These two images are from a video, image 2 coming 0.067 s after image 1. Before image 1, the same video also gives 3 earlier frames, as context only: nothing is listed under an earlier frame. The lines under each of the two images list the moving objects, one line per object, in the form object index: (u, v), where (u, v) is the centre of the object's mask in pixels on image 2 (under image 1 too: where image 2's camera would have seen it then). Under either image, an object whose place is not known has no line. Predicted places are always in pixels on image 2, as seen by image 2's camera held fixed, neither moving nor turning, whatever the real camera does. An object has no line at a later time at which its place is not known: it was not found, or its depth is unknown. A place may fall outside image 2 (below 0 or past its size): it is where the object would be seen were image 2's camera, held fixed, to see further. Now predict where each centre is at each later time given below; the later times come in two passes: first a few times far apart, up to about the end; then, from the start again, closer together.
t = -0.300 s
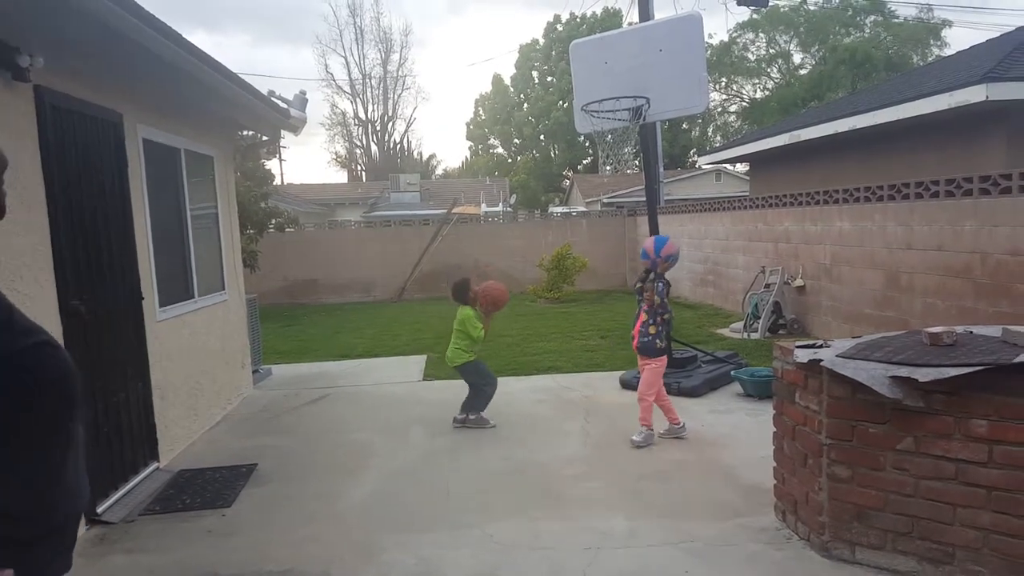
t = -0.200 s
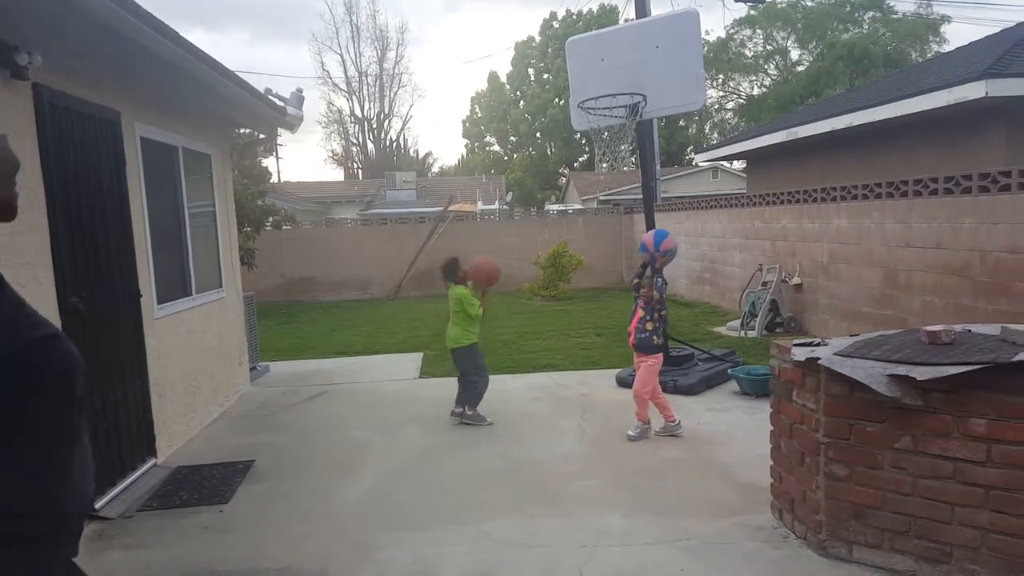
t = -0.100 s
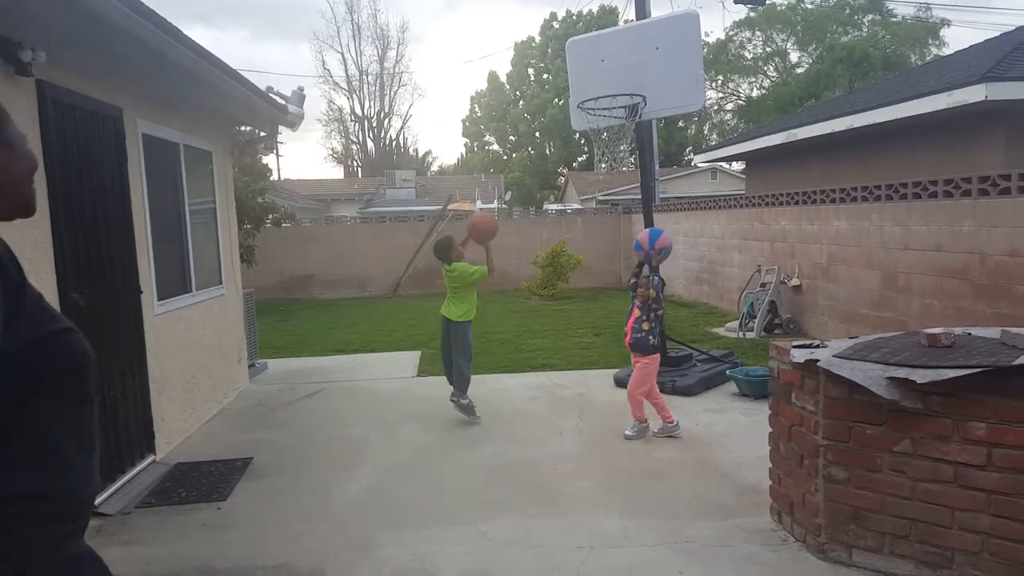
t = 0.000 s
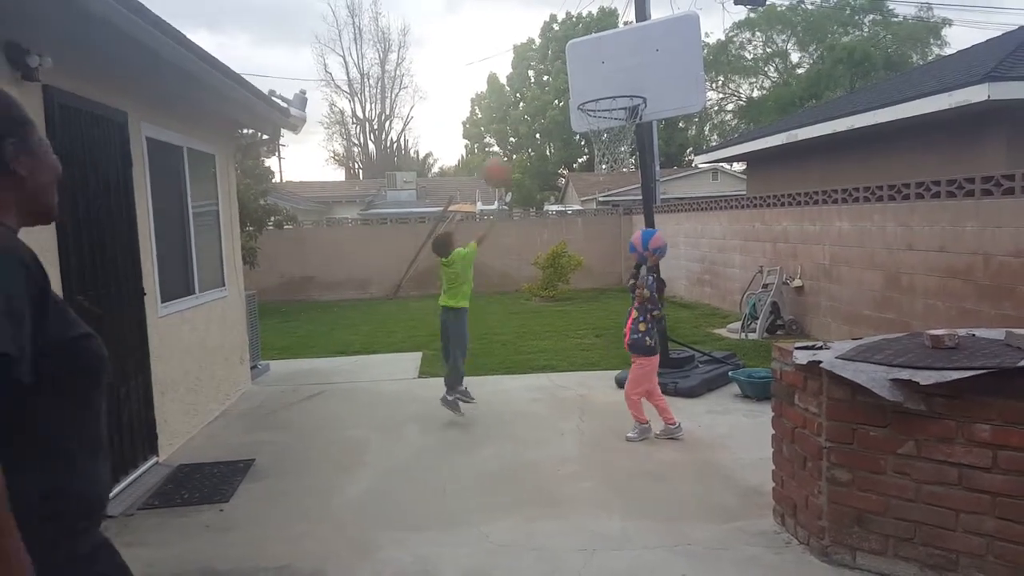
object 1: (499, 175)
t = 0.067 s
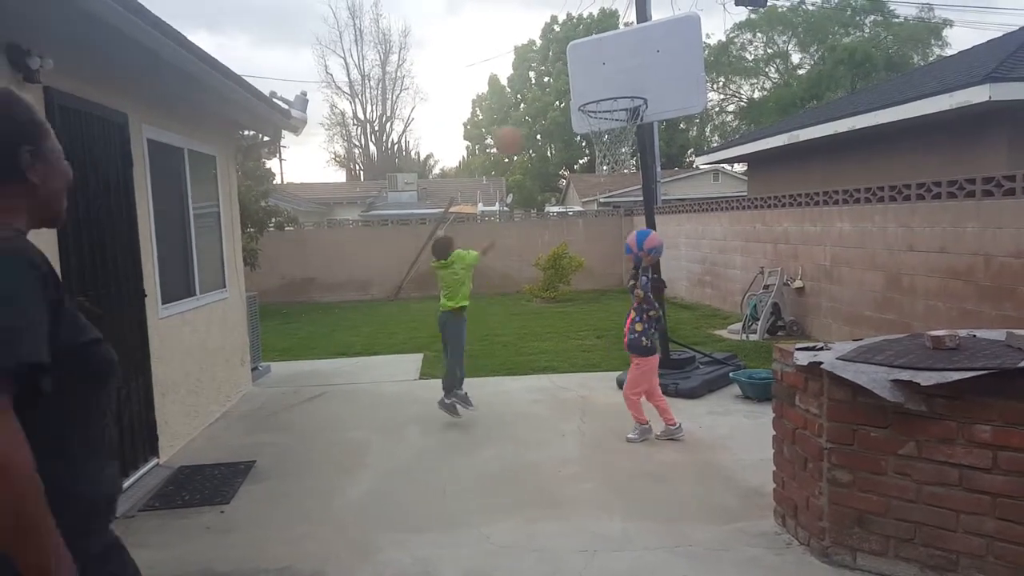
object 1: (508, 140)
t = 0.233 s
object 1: (538, 87)
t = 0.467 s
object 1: (580, 80)
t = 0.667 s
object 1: (615, 106)
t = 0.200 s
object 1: (534, 97)
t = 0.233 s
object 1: (538, 87)
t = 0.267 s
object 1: (543, 82)
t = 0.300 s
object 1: (550, 78)
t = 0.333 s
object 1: (556, 74)
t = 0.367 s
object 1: (562, 74)
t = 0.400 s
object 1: (569, 74)
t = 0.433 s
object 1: (574, 76)
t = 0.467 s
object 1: (580, 80)
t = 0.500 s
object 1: (585, 84)
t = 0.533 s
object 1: (591, 90)
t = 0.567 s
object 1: (597, 97)
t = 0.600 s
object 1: (603, 98)
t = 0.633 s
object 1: (608, 101)
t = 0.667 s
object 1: (615, 106)
